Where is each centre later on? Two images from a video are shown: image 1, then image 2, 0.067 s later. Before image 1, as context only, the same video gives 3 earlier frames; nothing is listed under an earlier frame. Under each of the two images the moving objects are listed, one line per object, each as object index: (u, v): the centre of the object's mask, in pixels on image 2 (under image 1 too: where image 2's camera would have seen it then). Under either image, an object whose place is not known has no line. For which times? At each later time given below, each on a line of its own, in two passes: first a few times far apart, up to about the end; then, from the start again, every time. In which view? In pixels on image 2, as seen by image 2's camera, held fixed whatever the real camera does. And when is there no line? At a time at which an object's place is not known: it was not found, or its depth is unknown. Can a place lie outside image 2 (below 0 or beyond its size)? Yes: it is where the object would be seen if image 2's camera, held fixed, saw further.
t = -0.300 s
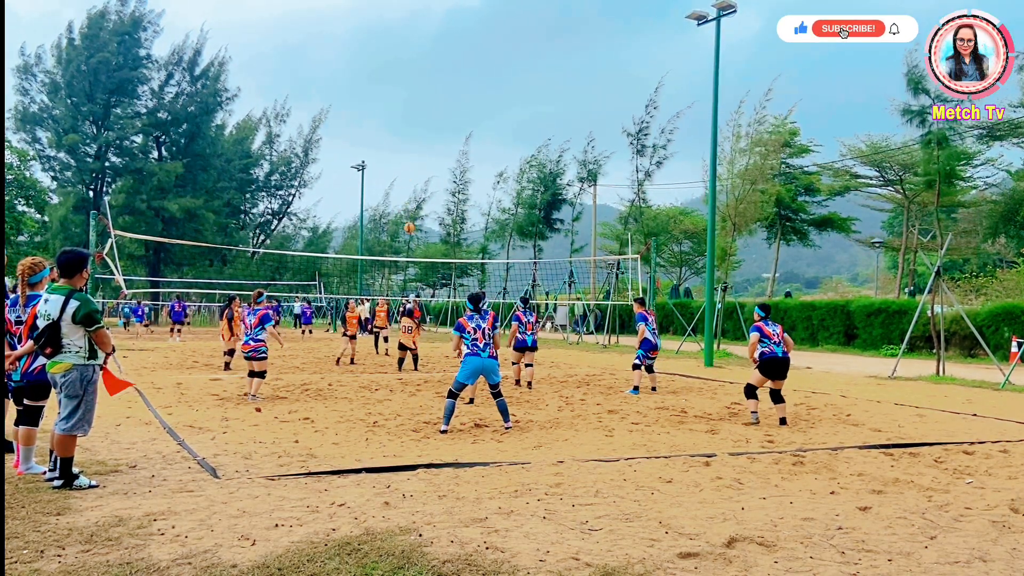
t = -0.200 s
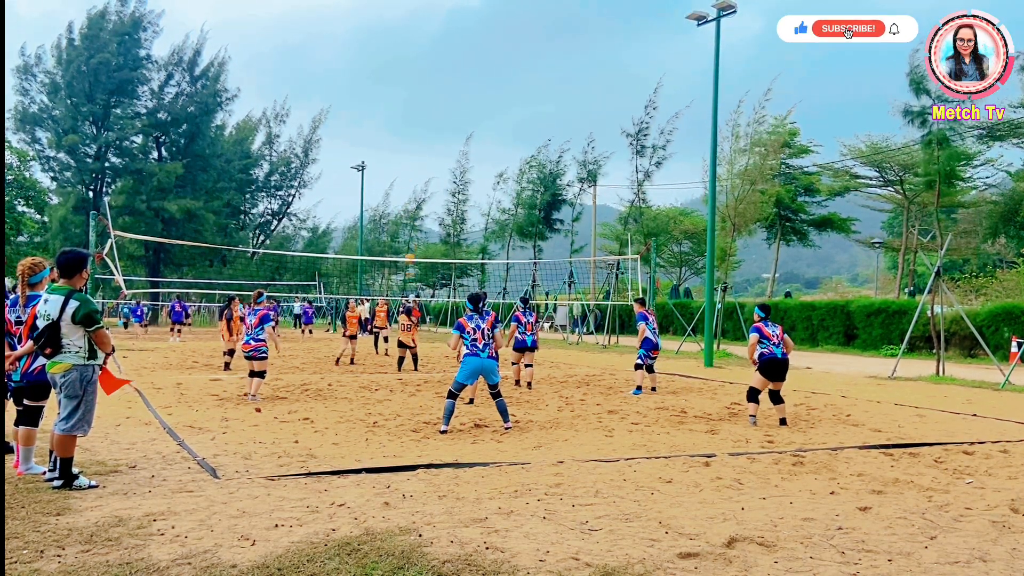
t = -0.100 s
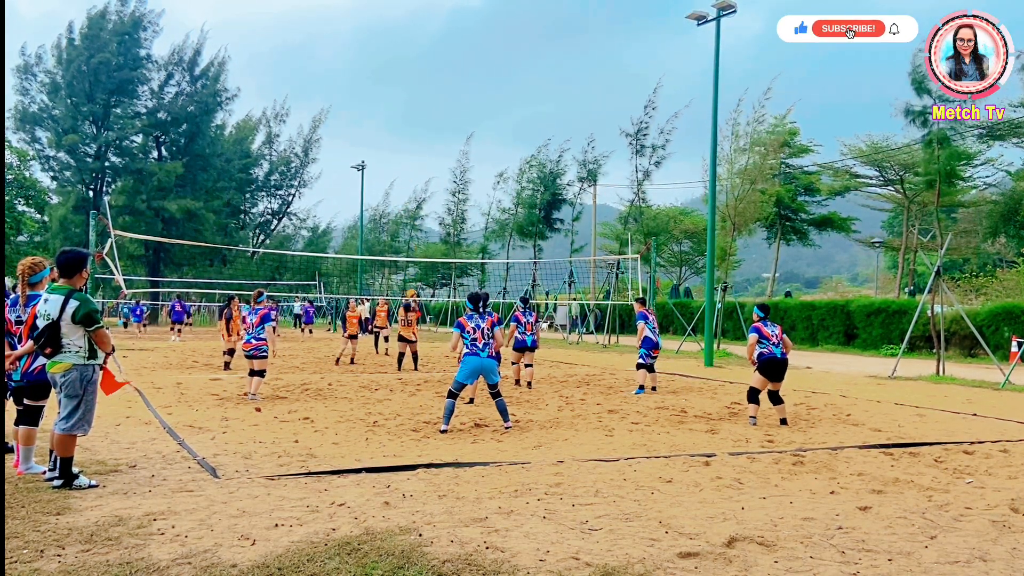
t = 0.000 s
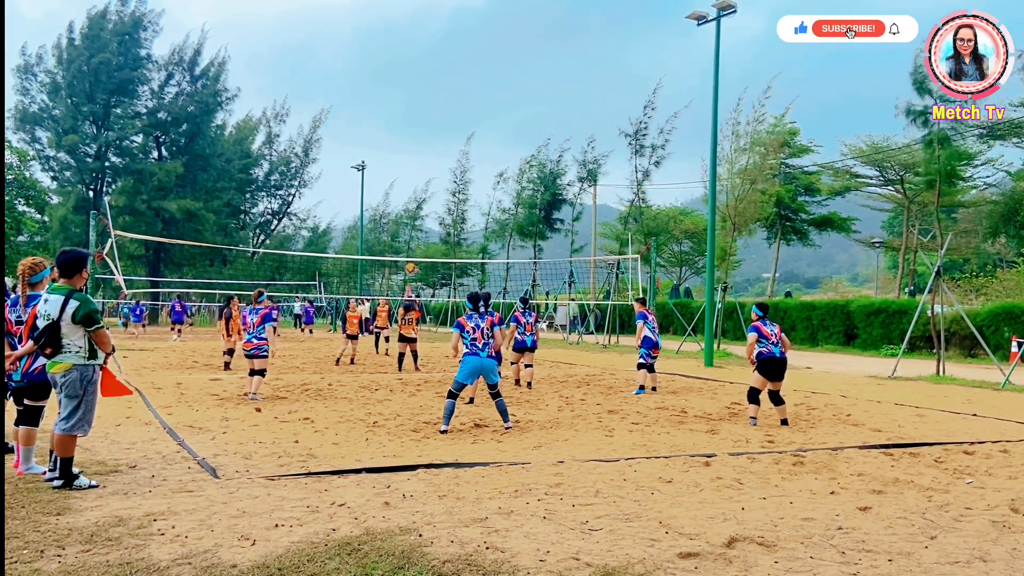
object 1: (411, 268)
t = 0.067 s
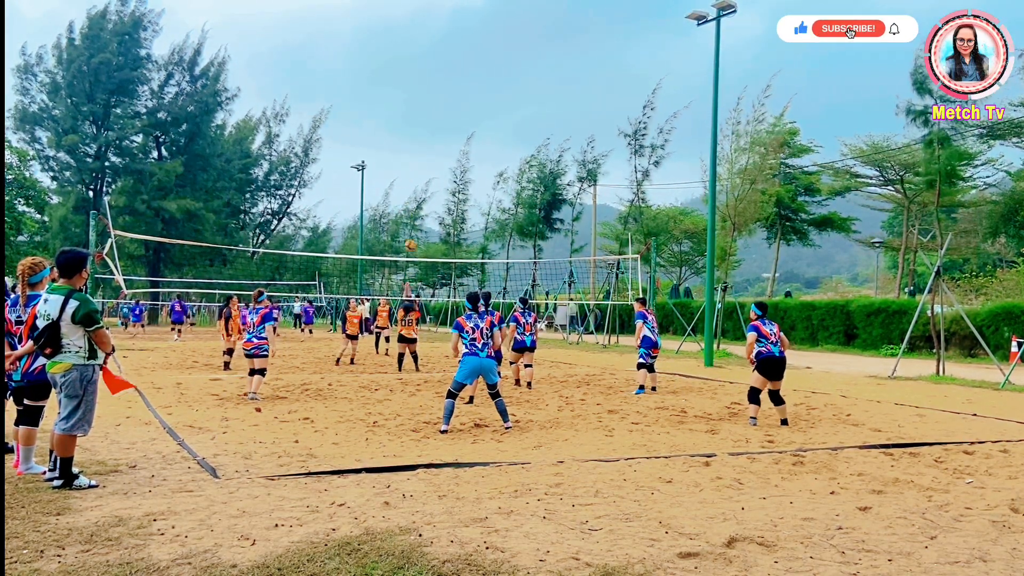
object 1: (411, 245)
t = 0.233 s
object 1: (411, 195)
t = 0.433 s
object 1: (414, 150)
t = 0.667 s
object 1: (420, 121)
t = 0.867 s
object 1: (428, 125)
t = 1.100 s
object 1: (440, 173)
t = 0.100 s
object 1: (410, 235)
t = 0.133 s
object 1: (410, 224)
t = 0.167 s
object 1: (411, 214)
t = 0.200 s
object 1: (411, 204)
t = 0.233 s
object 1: (411, 195)
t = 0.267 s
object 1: (411, 186)
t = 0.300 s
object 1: (411, 178)
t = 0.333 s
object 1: (412, 170)
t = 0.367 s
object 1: (412, 163)
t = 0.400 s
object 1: (412, 156)
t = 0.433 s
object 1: (414, 150)
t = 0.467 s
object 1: (414, 143)
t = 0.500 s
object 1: (415, 139)
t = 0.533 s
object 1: (416, 134)
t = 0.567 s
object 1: (417, 129)
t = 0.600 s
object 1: (418, 126)
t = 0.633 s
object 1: (419, 123)
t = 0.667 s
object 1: (420, 121)
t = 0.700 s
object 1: (421, 120)
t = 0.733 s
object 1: (422, 119)
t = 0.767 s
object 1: (424, 119)
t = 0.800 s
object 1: (425, 121)
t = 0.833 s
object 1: (427, 122)
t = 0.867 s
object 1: (428, 125)
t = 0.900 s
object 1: (430, 129)
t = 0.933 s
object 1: (431, 133)
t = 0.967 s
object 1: (433, 140)
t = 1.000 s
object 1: (435, 146)
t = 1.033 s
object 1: (436, 154)
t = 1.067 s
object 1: (438, 163)
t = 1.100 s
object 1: (440, 173)
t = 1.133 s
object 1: (442, 184)
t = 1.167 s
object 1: (444, 196)
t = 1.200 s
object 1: (447, 210)
